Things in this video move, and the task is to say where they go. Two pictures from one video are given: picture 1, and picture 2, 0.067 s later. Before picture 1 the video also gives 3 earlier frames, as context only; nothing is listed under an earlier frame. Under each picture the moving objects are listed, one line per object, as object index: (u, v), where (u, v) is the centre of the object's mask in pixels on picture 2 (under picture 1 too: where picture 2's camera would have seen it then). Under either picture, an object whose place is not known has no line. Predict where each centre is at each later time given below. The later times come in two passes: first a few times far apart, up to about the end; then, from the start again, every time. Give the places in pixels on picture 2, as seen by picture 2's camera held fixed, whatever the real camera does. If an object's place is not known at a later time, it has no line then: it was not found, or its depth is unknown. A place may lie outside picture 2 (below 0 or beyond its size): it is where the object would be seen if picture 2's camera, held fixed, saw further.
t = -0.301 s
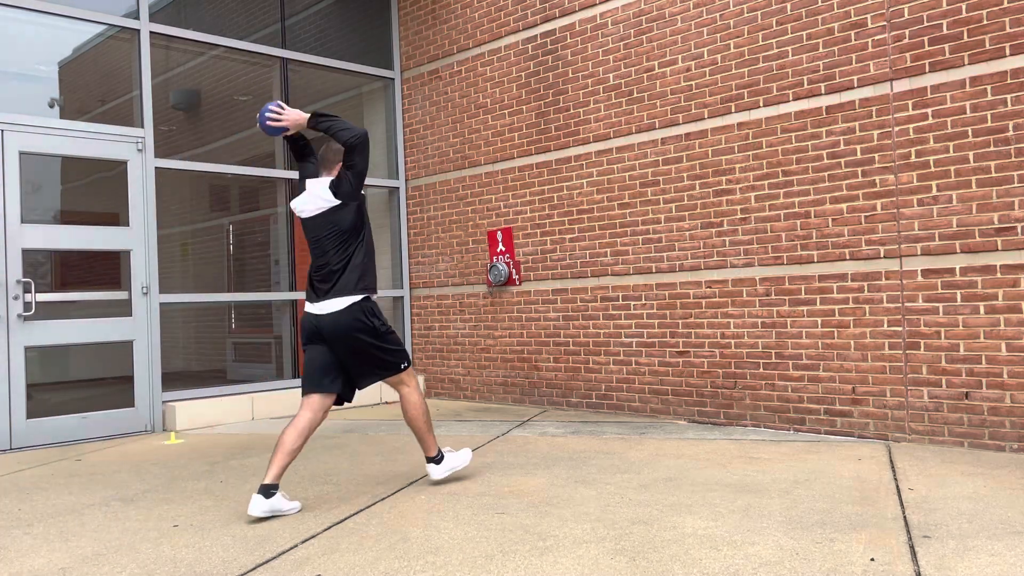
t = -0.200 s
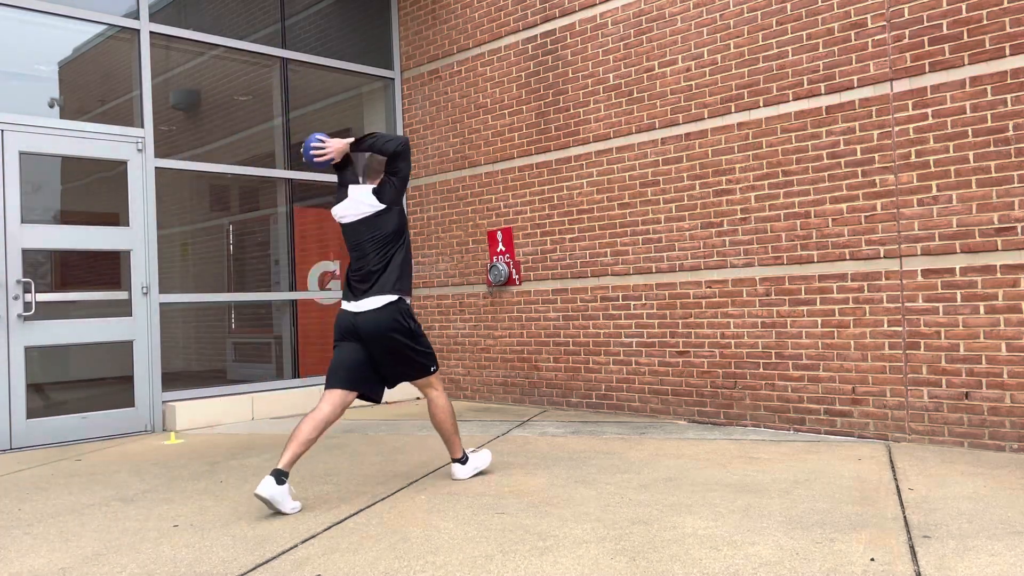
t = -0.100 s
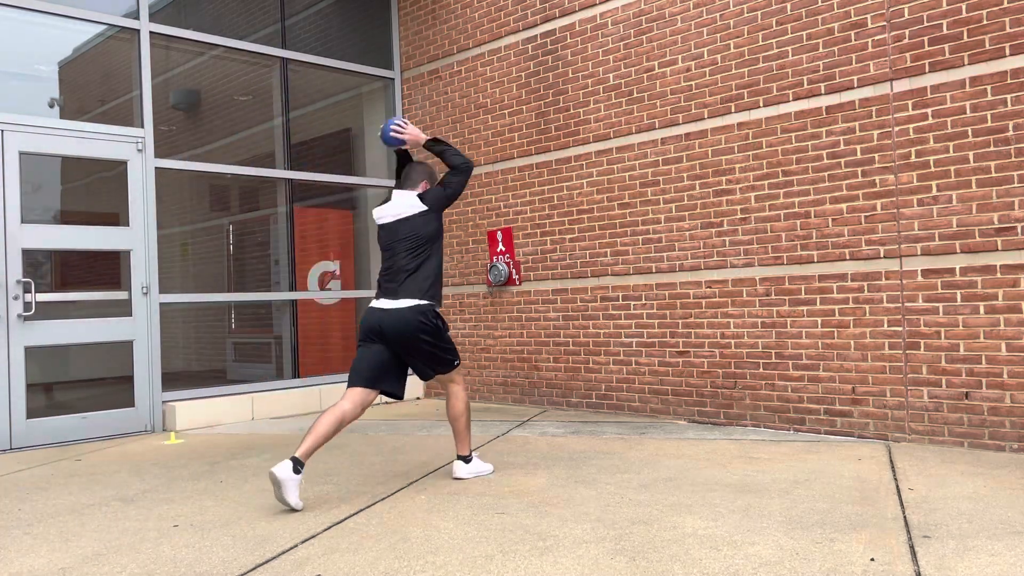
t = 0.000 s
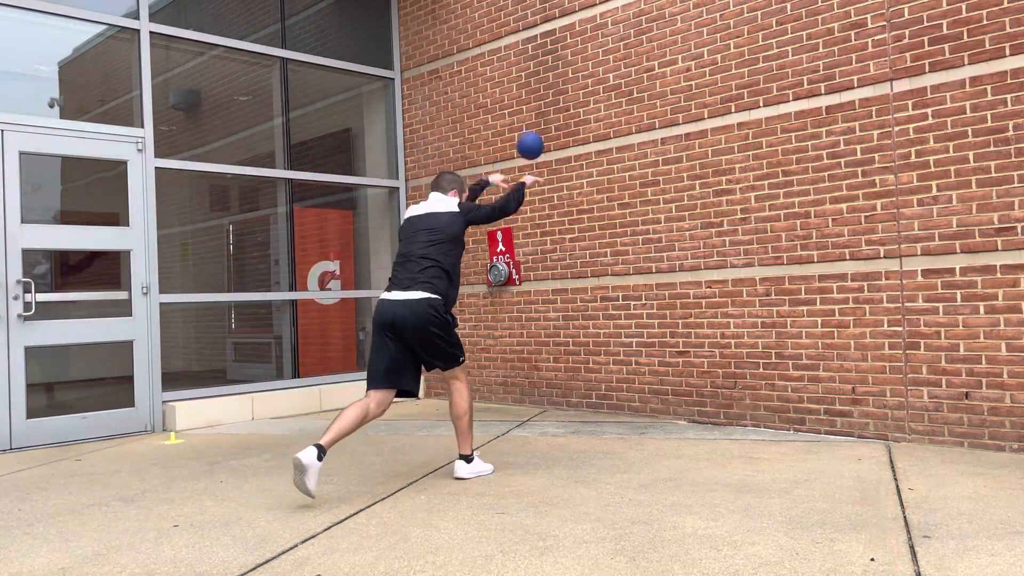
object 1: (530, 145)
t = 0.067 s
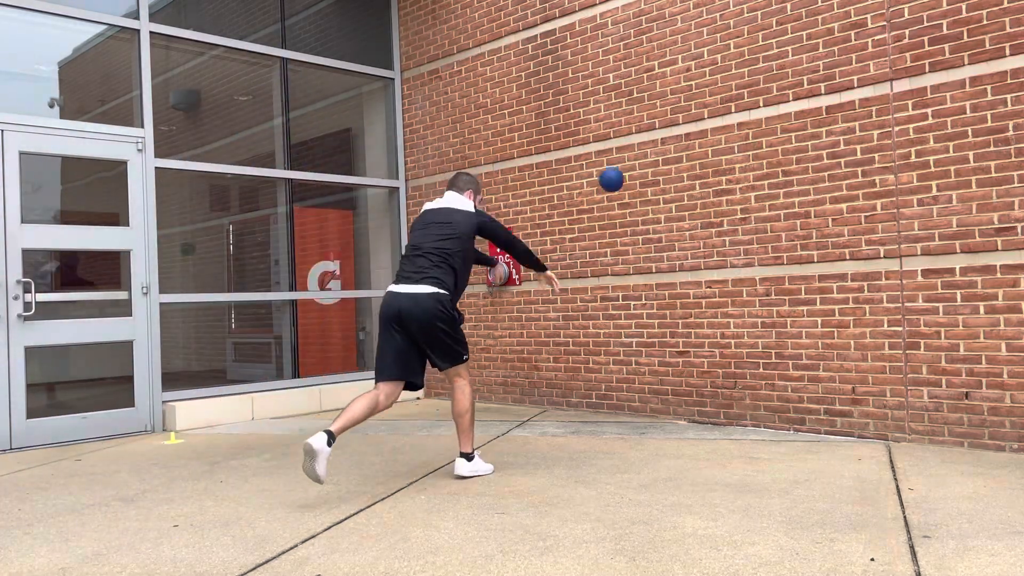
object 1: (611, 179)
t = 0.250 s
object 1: (659, 236)
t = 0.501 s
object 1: (621, 361)
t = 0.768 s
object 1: (594, 420)
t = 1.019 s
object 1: (580, 433)
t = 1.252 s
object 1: (571, 435)
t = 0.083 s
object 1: (630, 187)
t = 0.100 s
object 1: (647, 197)
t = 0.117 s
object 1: (663, 205)
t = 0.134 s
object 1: (677, 212)
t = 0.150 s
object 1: (675, 214)
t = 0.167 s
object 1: (672, 217)
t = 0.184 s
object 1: (670, 220)
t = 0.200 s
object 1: (667, 223)
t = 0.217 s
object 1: (664, 227)
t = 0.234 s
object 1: (662, 231)
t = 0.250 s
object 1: (659, 236)
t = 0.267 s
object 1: (656, 241)
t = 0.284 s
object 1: (654, 247)
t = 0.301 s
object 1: (651, 253)
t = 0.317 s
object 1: (649, 259)
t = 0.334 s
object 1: (647, 266)
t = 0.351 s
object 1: (644, 273)
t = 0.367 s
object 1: (641, 281)
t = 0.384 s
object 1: (639, 289)
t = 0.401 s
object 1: (636, 298)
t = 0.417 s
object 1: (634, 307)
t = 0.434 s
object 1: (631, 317)
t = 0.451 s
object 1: (629, 327)
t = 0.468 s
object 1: (626, 338)
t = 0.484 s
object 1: (623, 349)
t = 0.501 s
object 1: (621, 361)
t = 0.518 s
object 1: (618, 373)
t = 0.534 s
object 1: (616, 386)
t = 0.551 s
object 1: (613, 399)
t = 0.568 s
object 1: (611, 413)
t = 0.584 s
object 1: (608, 428)
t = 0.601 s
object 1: (607, 432)
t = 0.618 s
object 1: (605, 429)
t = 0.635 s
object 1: (604, 427)
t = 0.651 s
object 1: (602, 424)
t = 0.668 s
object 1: (601, 422)
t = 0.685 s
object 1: (600, 421)
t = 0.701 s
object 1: (599, 420)
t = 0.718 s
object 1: (597, 419)
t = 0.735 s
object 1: (596, 419)
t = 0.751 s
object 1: (595, 419)
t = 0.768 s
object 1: (594, 420)
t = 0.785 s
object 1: (593, 420)
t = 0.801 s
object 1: (592, 422)
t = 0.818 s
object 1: (590, 424)
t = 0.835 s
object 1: (589, 426)
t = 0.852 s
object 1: (588, 429)
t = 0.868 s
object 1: (587, 432)
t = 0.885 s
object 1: (586, 434)
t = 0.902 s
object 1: (586, 433)
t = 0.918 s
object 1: (585, 432)
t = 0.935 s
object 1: (584, 432)
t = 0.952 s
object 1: (583, 431)
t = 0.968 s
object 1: (582, 431)
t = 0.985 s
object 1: (581, 431)
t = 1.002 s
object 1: (581, 432)
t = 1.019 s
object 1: (580, 433)
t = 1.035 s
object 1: (579, 433)
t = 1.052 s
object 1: (578, 434)
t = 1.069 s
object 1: (577, 434)
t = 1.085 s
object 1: (577, 434)
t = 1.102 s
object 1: (576, 434)
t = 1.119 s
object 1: (576, 434)
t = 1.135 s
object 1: (575, 434)
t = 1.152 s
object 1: (574, 434)
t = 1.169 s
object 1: (574, 434)
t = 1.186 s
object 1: (573, 434)
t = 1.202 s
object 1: (573, 435)
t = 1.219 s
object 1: (572, 435)
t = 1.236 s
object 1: (572, 435)
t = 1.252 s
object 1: (571, 435)
